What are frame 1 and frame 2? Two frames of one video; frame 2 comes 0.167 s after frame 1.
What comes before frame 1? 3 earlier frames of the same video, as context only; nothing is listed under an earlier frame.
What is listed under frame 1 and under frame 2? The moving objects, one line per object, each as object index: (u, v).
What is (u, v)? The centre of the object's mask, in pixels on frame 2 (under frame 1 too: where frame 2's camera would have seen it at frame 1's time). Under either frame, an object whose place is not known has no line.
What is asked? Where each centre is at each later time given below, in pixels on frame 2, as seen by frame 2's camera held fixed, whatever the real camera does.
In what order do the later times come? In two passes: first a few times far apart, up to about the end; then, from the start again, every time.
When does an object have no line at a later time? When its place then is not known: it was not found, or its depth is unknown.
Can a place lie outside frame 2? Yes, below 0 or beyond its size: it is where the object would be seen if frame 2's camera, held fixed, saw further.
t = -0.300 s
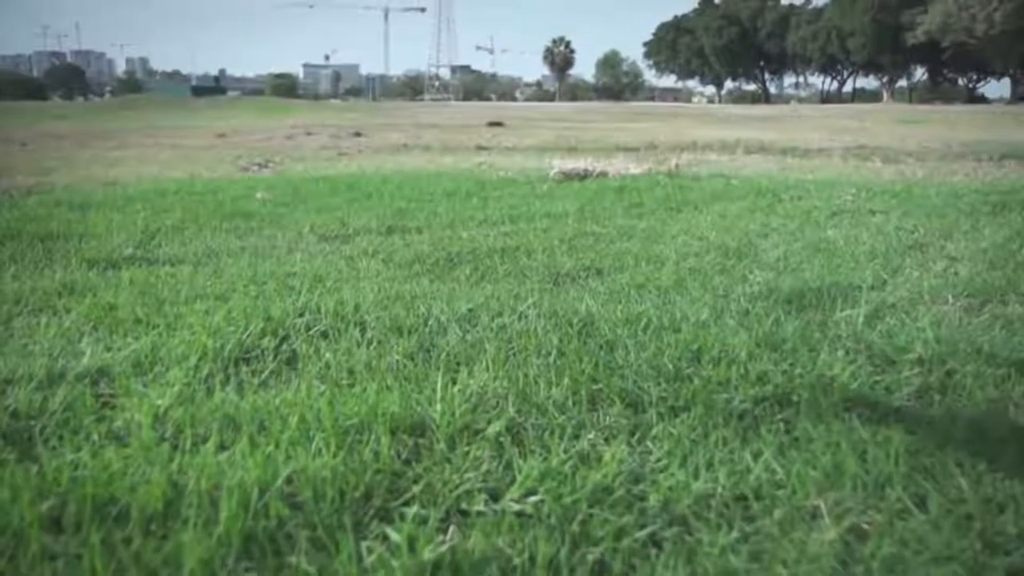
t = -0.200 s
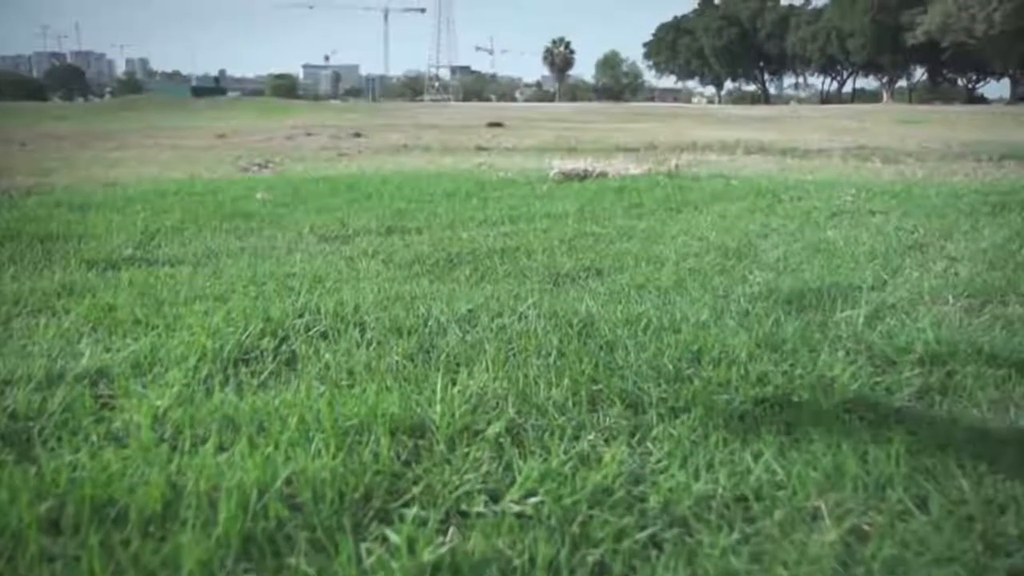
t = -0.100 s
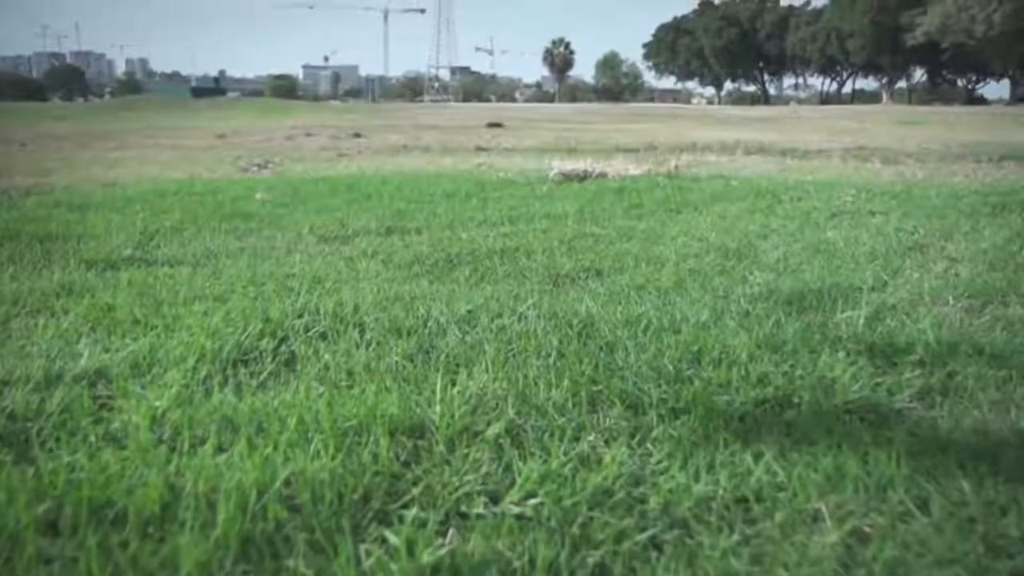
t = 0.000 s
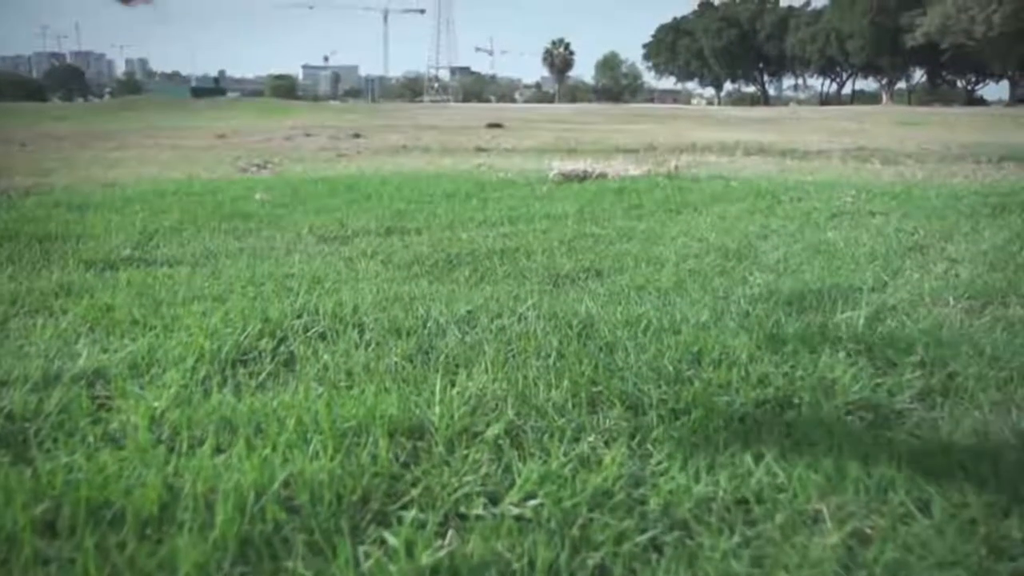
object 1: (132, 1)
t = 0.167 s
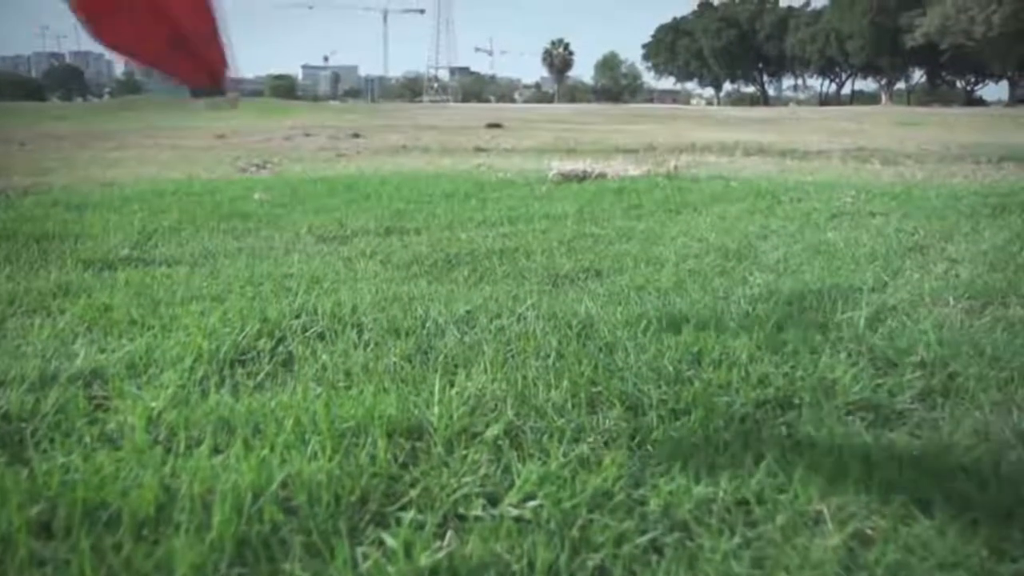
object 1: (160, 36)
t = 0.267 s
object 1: (199, 68)
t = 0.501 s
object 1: (288, 176)
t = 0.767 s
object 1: (338, 225)
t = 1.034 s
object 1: (334, 203)
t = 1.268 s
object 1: (334, 197)
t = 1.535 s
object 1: (315, 188)
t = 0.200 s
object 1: (172, 46)
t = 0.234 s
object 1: (184, 55)
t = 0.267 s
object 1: (199, 68)
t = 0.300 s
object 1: (215, 84)
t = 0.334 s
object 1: (229, 99)
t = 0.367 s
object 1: (238, 111)
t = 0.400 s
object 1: (254, 131)
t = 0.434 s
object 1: (269, 150)
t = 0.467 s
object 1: (278, 165)
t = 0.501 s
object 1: (288, 176)
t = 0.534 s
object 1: (300, 190)
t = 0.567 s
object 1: (311, 205)
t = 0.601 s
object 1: (323, 222)
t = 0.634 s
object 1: (330, 231)
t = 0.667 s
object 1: (337, 239)
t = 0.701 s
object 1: (338, 237)
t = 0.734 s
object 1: (338, 233)
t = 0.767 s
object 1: (338, 225)
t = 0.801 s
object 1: (339, 219)
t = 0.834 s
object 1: (338, 216)
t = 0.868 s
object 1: (334, 211)
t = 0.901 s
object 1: (329, 203)
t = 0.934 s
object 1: (328, 200)
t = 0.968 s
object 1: (328, 198)
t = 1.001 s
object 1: (333, 200)
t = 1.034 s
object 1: (334, 203)
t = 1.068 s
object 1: (335, 203)
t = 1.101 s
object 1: (337, 204)
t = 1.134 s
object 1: (336, 201)
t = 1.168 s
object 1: (336, 202)
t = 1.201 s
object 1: (335, 200)
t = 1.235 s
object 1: (335, 198)
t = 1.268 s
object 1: (334, 197)
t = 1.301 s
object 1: (332, 195)
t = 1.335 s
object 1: (330, 194)
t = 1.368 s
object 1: (328, 194)
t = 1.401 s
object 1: (325, 193)
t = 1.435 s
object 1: (322, 192)
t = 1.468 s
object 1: (319, 190)
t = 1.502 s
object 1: (316, 188)
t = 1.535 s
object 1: (315, 188)
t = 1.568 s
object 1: (312, 185)
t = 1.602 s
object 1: (309, 183)
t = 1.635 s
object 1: (306, 180)
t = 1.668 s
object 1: (304, 179)
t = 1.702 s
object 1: (303, 179)
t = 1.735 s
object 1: (299, 176)
